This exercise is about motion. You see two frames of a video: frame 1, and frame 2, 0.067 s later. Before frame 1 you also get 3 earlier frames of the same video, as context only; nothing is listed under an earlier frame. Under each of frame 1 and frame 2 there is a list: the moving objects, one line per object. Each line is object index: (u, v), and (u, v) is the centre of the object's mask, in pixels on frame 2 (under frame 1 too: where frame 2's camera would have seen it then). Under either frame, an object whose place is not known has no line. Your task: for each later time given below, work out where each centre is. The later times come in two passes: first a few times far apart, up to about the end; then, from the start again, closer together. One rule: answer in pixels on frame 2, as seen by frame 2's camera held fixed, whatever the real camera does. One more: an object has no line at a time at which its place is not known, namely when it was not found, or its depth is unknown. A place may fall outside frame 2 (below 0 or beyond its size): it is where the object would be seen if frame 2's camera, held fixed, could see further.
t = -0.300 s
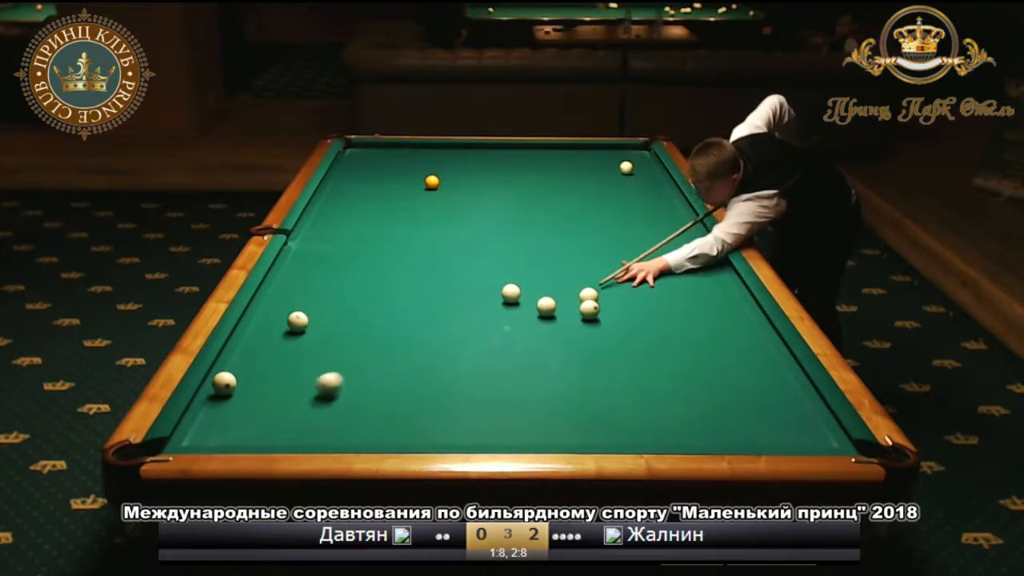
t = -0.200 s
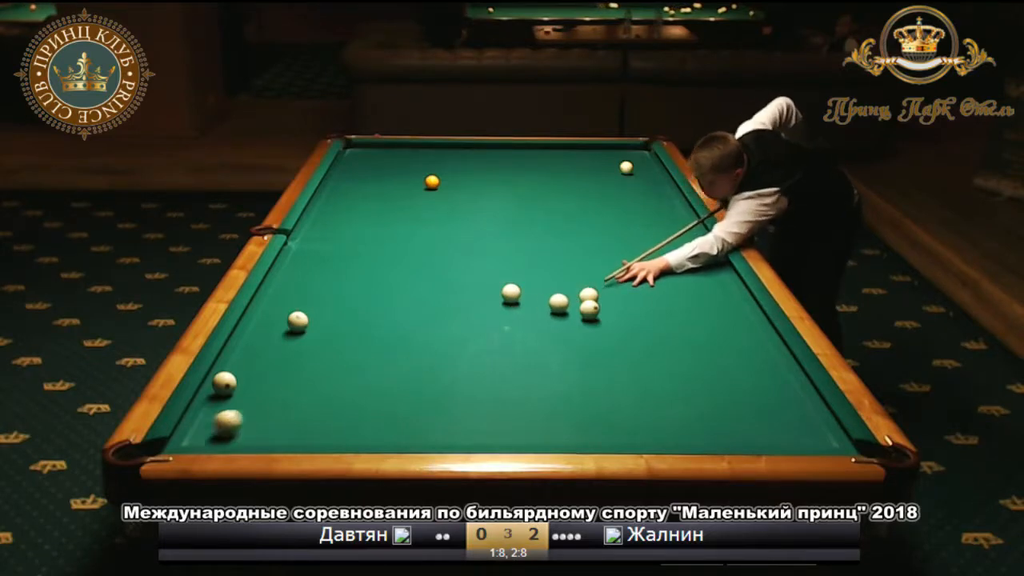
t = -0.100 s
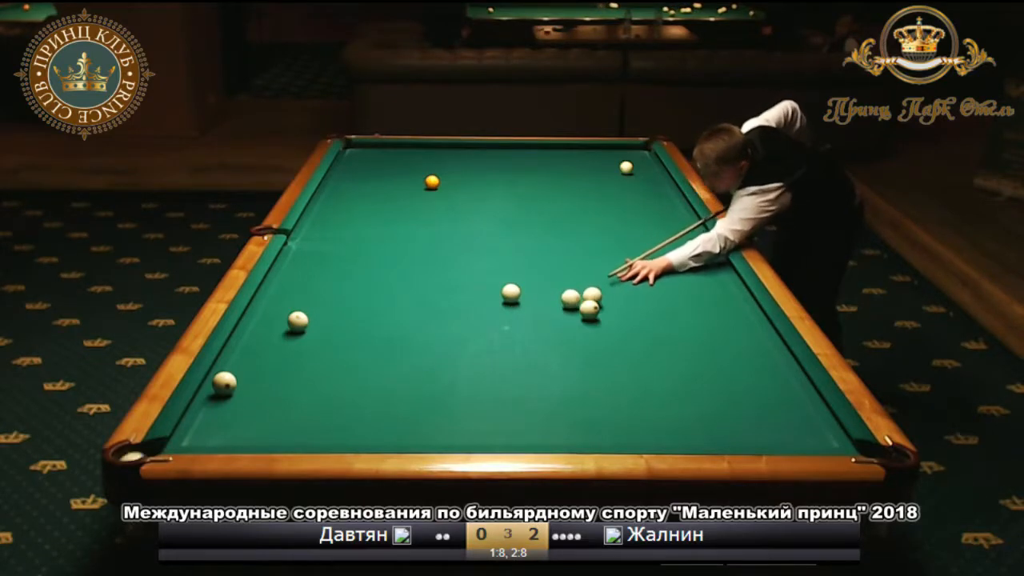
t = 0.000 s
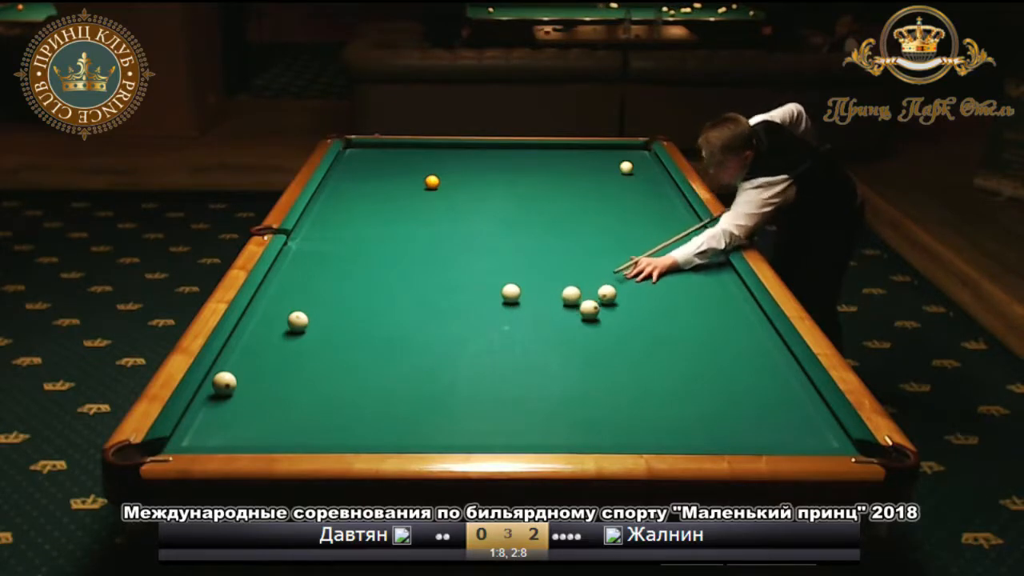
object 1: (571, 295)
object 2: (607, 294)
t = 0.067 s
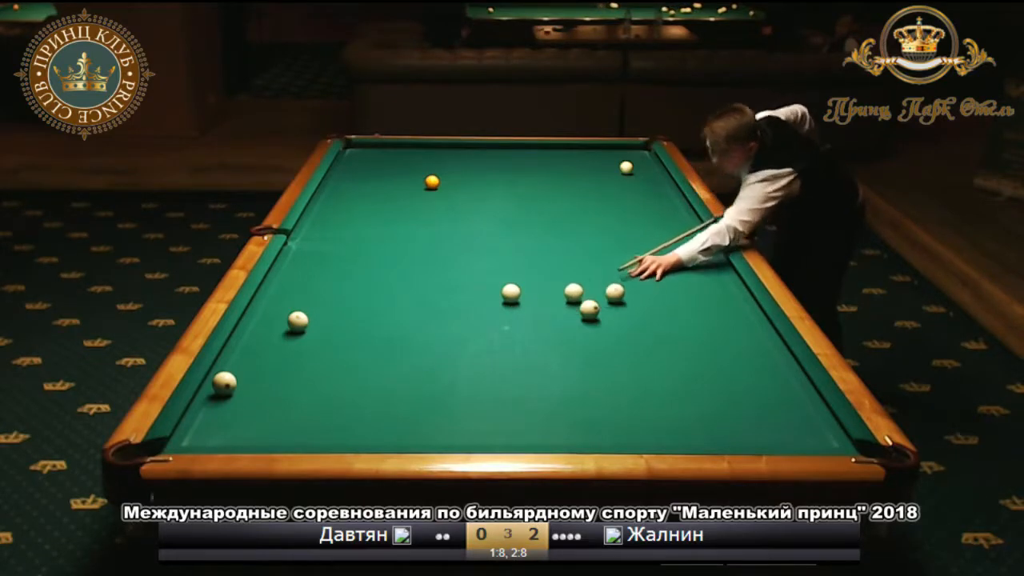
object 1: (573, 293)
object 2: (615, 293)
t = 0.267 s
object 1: (582, 284)
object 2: (638, 289)
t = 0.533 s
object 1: (592, 274)
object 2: (668, 285)
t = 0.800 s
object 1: (601, 265)
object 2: (696, 280)
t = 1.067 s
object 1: (609, 257)
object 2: (722, 277)
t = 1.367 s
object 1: (618, 248)
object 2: (718, 274)
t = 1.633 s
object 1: (624, 242)
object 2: (702, 272)
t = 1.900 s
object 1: (630, 235)
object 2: (688, 271)
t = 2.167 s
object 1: (636, 230)
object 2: (675, 269)
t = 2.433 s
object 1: (641, 225)
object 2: (663, 268)
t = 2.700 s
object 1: (645, 220)
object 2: (652, 267)
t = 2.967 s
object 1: (649, 215)
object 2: (643, 267)
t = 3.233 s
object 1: (653, 212)
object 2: (635, 266)
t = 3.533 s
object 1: (657, 208)
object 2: (628, 265)
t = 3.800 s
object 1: (660, 204)
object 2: (623, 265)
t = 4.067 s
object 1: (662, 202)
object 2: (619, 265)
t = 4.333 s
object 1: (665, 199)
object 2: (616, 265)
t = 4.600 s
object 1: (667, 197)
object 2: (614, 264)
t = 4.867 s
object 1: (669, 195)
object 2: (614, 264)
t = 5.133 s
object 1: (670, 193)
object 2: (614, 264)
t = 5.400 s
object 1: (672, 192)
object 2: (615, 264)
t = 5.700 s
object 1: (672, 190)
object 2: (615, 264)
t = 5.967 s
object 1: (672, 189)
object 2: (615, 264)
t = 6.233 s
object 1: (673, 188)
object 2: (615, 264)
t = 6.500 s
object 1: (672, 188)
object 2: (615, 264)
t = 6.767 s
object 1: (672, 187)
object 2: (615, 264)
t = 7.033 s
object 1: (672, 187)
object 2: (615, 264)
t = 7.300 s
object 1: (672, 187)
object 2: (615, 264)
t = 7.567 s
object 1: (672, 187)
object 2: (615, 264)
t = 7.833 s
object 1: (672, 187)
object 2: (615, 264)
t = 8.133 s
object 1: (672, 187)
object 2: (615, 264)
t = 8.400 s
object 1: (672, 187)
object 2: (615, 264)
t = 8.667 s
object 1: (672, 187)
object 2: (615, 264)
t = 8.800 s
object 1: (672, 187)
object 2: (615, 264)
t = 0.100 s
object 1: (575, 291)
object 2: (619, 292)
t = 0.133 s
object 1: (576, 290)
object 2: (623, 292)
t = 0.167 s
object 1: (578, 288)
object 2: (627, 291)
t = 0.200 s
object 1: (579, 287)
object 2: (631, 290)
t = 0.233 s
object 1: (580, 286)
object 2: (634, 290)
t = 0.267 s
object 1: (582, 284)
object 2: (638, 289)
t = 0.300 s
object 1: (583, 283)
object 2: (642, 289)
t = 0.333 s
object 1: (585, 282)
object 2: (646, 288)
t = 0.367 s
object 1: (586, 280)
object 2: (650, 287)
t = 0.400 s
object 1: (587, 279)
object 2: (654, 287)
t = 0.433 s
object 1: (588, 278)
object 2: (657, 287)
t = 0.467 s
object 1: (590, 277)
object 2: (661, 286)
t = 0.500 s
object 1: (591, 275)
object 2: (665, 285)
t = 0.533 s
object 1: (592, 274)
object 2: (668, 285)
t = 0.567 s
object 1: (593, 273)
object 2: (672, 284)
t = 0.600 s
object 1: (594, 272)
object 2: (675, 284)
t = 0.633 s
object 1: (595, 270)
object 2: (679, 283)
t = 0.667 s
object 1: (597, 269)
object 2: (682, 283)
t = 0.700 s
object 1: (598, 268)
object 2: (686, 282)
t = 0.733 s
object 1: (599, 267)
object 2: (689, 282)
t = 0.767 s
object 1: (600, 266)
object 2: (692, 281)
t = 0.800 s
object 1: (601, 265)
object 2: (696, 280)
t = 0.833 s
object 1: (602, 264)
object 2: (699, 280)
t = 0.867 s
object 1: (603, 263)
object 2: (702, 280)
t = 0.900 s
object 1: (604, 262)
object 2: (706, 279)
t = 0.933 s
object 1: (605, 261)
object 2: (709, 279)
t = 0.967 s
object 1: (606, 260)
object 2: (713, 278)
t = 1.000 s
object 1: (607, 259)
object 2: (716, 277)
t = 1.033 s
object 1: (608, 258)
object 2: (719, 277)
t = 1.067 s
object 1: (609, 257)
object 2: (722, 277)
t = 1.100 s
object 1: (610, 256)
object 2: (725, 276)
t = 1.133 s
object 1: (611, 255)
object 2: (728, 276)
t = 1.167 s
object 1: (612, 254)
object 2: (731, 276)
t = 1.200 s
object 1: (613, 253)
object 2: (729, 275)
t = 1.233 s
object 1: (614, 252)
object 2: (727, 275)
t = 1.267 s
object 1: (615, 251)
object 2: (725, 275)
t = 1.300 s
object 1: (616, 250)
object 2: (723, 274)
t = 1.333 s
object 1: (617, 249)
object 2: (720, 274)
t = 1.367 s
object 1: (618, 248)
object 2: (718, 274)
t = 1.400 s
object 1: (618, 247)
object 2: (716, 274)
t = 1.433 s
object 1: (619, 246)
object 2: (714, 273)
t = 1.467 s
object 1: (620, 246)
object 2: (712, 273)
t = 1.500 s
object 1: (621, 245)
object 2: (710, 273)
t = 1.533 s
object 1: (622, 244)
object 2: (708, 273)
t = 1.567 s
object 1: (623, 243)
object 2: (706, 273)
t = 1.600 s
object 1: (623, 242)
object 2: (704, 272)
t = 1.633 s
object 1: (624, 242)
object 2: (702, 272)
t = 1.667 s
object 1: (625, 241)
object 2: (701, 272)
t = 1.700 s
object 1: (626, 240)
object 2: (699, 272)
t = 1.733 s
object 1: (626, 239)
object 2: (697, 271)
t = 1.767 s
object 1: (627, 238)
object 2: (695, 271)
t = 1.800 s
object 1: (628, 238)
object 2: (693, 271)
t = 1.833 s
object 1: (629, 237)
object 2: (691, 271)
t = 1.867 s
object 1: (629, 236)
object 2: (690, 271)
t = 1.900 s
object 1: (630, 235)
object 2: (688, 271)
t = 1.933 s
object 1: (631, 235)
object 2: (686, 270)
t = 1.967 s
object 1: (632, 234)
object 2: (684, 270)
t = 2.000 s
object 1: (632, 233)
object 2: (683, 270)
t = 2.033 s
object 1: (633, 233)
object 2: (681, 270)
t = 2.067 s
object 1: (634, 232)
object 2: (680, 269)
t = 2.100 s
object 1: (634, 231)
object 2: (678, 269)
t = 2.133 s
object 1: (635, 230)
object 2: (676, 269)
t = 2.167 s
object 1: (636, 230)
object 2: (675, 269)
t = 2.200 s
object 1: (636, 229)
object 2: (673, 269)
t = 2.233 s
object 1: (637, 228)
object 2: (672, 269)
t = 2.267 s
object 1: (638, 228)
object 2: (670, 269)
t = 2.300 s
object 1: (638, 227)
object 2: (668, 269)
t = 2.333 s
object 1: (639, 227)
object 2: (667, 269)
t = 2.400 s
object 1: (639, 226)
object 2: (666, 268)
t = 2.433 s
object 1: (641, 225)
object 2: (663, 268)
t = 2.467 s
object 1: (641, 224)
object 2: (661, 268)
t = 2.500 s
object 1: (642, 223)
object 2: (660, 268)
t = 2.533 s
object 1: (643, 223)
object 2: (659, 268)
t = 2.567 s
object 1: (643, 222)
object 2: (658, 268)
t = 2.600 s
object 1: (644, 222)
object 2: (656, 268)
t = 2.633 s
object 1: (644, 221)
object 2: (655, 267)
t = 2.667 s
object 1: (645, 220)
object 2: (654, 267)
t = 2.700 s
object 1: (645, 220)
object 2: (652, 267)
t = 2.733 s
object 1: (646, 219)
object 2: (651, 267)
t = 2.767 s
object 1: (646, 219)
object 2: (650, 267)
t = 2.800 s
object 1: (647, 218)
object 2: (649, 267)
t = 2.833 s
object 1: (647, 217)
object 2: (648, 267)
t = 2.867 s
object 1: (648, 217)
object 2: (647, 267)
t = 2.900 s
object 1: (648, 216)
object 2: (645, 267)
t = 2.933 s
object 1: (649, 216)
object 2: (644, 266)
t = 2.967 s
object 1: (649, 215)
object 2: (643, 267)
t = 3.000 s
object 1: (650, 215)
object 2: (642, 266)
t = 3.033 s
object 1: (650, 214)
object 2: (641, 266)
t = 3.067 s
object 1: (651, 214)
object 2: (640, 266)
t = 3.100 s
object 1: (651, 213)
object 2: (639, 266)
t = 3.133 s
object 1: (651, 213)
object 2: (638, 266)
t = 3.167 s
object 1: (652, 212)
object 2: (637, 266)
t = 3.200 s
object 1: (652, 212)
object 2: (636, 266)
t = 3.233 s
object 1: (653, 212)
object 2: (635, 266)
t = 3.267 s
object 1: (653, 211)
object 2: (635, 266)
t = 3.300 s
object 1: (654, 211)
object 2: (634, 266)
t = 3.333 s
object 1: (654, 210)
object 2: (633, 266)
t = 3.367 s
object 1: (655, 210)
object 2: (632, 266)
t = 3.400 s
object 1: (655, 210)
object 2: (631, 266)
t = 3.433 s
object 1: (656, 209)
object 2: (631, 266)
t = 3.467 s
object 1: (656, 209)
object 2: (630, 266)
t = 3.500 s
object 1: (656, 208)
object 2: (629, 266)
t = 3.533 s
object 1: (657, 208)
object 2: (628, 265)
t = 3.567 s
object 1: (657, 207)
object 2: (628, 265)
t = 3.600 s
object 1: (657, 207)
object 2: (627, 265)
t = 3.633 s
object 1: (658, 206)
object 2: (626, 265)
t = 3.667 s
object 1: (658, 206)
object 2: (626, 265)
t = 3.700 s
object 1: (658, 206)
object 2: (625, 265)
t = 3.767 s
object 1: (659, 205)
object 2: (624, 265)
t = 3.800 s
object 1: (660, 204)
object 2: (623, 265)
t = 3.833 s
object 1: (660, 204)
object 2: (623, 265)
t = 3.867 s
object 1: (660, 204)
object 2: (622, 265)
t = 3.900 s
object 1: (661, 203)
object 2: (621, 265)
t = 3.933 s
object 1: (661, 203)
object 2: (621, 265)
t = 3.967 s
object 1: (662, 203)
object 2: (620, 265)
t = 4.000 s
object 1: (662, 202)
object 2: (620, 265)
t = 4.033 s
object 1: (662, 202)
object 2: (619, 265)
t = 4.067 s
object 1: (662, 202)
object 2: (619, 265)
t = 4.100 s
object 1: (663, 201)
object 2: (619, 264)
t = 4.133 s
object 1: (663, 201)
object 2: (618, 265)
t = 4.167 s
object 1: (663, 201)
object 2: (618, 265)
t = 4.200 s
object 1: (664, 201)
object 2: (618, 265)
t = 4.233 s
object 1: (664, 200)
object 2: (617, 264)
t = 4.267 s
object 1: (664, 200)
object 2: (617, 264)
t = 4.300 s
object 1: (664, 199)
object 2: (616, 265)
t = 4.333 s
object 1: (665, 199)
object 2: (616, 265)
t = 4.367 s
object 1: (665, 199)
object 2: (616, 264)
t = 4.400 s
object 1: (665, 198)
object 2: (615, 264)
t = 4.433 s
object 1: (665, 198)
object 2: (615, 264)
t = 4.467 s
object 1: (666, 198)
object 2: (615, 264)
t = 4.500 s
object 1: (666, 198)
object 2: (615, 264)
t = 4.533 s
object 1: (666, 198)
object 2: (615, 265)
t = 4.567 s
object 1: (666, 197)
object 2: (614, 264)
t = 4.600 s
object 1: (667, 197)
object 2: (614, 264)
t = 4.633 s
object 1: (667, 197)
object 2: (614, 264)
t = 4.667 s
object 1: (667, 196)
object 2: (614, 264)
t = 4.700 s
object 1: (668, 196)
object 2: (614, 264)
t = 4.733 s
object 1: (668, 196)
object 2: (614, 264)
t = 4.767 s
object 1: (668, 195)
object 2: (614, 264)
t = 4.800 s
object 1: (668, 195)
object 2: (614, 264)
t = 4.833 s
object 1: (668, 195)
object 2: (614, 264)
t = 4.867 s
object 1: (669, 195)
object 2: (614, 264)
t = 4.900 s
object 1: (669, 195)
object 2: (614, 264)
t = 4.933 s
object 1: (669, 194)
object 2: (614, 264)
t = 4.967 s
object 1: (670, 194)
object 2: (614, 264)
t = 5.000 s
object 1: (670, 194)
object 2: (614, 264)
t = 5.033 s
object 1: (670, 194)
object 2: (614, 264)
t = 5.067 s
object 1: (670, 193)
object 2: (614, 264)
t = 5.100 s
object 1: (670, 193)
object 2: (614, 264)
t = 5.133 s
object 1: (670, 193)
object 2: (614, 264)
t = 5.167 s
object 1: (670, 193)
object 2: (615, 264)
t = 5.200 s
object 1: (671, 193)
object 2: (615, 264)
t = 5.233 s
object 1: (671, 193)
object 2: (615, 264)
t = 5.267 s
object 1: (671, 192)
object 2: (615, 264)
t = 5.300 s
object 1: (671, 192)
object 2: (615, 264)
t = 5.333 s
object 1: (671, 192)
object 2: (615, 264)
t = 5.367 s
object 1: (671, 192)
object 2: (615, 264)
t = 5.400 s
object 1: (672, 192)
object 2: (615, 264)
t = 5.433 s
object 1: (672, 191)
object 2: (615, 264)
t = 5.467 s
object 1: (672, 191)
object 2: (615, 264)
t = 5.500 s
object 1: (672, 191)
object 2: (615, 264)
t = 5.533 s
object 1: (672, 191)
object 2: (615, 264)
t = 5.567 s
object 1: (672, 191)
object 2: (615, 264)
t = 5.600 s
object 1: (672, 190)
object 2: (615, 264)
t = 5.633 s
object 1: (672, 190)
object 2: (615, 264)
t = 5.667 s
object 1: (672, 190)
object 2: (615, 264)
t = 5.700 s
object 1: (672, 190)
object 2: (615, 264)
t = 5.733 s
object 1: (672, 190)
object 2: (615, 264)
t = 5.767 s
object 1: (672, 190)
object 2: (615, 264)
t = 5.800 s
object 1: (673, 190)
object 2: (615, 264)
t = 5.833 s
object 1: (673, 189)
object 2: (615, 264)
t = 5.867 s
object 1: (672, 189)
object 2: (615, 264)
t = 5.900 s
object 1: (673, 189)
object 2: (615, 264)
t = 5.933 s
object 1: (672, 189)
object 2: (615, 264)
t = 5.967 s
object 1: (672, 189)
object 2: (615, 264)
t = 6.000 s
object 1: (673, 189)
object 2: (615, 264)
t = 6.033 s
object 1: (673, 189)
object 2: (615, 264)
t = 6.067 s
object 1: (672, 188)
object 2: (615, 264)
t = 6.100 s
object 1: (672, 188)
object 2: (615, 264)
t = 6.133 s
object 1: (672, 188)
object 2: (615, 264)
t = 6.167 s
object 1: (673, 188)
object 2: (615, 264)
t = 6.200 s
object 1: (672, 188)
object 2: (615, 264)
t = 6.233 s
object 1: (673, 188)
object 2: (615, 264)
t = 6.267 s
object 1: (672, 188)
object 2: (615, 264)
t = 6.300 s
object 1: (673, 188)
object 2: (615, 264)
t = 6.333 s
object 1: (672, 188)
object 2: (615, 264)
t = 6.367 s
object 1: (672, 188)
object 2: (615, 264)
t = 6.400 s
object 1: (672, 188)
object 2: (615, 264)
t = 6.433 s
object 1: (672, 188)
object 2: (615, 264)
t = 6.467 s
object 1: (672, 187)
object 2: (615, 264)
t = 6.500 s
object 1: (672, 188)
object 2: (615, 264)
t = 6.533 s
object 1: (672, 187)
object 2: (615, 264)
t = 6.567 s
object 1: (672, 187)
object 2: (615, 264)
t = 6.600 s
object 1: (672, 187)
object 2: (615, 264)
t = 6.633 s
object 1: (672, 187)
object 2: (615, 264)
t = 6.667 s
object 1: (672, 187)
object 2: (615, 264)
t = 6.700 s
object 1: (672, 187)
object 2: (615, 264)
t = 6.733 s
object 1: (672, 187)
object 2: (615, 264)
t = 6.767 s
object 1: (672, 187)
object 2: (615, 264)
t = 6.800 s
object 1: (672, 187)
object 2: (615, 264)
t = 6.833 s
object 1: (672, 187)
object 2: (615, 264)
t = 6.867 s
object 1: (672, 187)
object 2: (615, 264)
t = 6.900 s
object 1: (672, 187)
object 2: (615, 264)
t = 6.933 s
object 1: (672, 187)
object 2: (615, 264)
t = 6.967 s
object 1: (672, 187)
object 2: (615, 264)
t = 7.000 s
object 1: (672, 187)
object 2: (615, 264)
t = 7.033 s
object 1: (672, 187)
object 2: (615, 264)
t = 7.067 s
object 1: (672, 187)
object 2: (615, 264)
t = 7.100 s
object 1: (672, 187)
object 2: (615, 264)
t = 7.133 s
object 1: (672, 187)
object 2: (615, 264)
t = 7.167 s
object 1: (672, 187)
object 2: (615, 264)
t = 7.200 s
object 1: (672, 187)
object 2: (615, 264)
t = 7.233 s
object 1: (672, 187)
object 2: (615, 264)
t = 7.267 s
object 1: (672, 187)
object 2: (615, 264)
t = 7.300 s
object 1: (672, 187)
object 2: (615, 264)
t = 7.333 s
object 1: (672, 187)
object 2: (615, 264)
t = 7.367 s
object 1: (672, 187)
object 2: (615, 264)
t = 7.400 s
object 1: (672, 187)
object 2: (615, 264)
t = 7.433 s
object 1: (672, 187)
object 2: (615, 264)
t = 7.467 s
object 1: (672, 187)
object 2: (615, 264)
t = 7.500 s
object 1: (672, 187)
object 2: (615, 264)
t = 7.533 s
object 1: (672, 187)
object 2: (615, 264)
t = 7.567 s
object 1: (672, 187)
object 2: (615, 264)
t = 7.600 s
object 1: (672, 187)
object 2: (615, 264)
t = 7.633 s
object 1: (672, 187)
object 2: (615, 264)
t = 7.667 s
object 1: (672, 187)
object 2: (615, 264)
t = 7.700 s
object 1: (672, 187)
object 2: (615, 264)
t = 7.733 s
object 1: (672, 187)
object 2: (615, 264)
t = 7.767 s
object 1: (672, 187)
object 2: (615, 264)
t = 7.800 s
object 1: (672, 187)
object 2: (615, 264)
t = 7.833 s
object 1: (672, 187)
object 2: (615, 264)
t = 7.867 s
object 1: (672, 187)
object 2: (615, 264)
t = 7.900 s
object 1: (672, 187)
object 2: (615, 264)
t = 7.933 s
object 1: (672, 187)
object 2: (615, 264)
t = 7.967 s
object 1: (672, 187)
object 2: (615, 264)
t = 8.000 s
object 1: (672, 187)
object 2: (615, 264)
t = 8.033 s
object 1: (672, 187)
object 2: (615, 264)
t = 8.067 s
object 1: (672, 187)
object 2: (615, 264)
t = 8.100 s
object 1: (672, 187)
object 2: (615, 264)
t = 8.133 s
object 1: (672, 187)
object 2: (615, 264)
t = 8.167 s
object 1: (672, 187)
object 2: (615, 264)
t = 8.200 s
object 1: (672, 187)
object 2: (615, 264)
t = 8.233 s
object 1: (672, 187)
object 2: (615, 264)
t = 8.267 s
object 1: (672, 187)
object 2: (615, 264)
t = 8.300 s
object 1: (672, 187)
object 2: (615, 264)
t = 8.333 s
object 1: (672, 187)
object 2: (615, 264)
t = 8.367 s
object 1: (672, 187)
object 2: (615, 264)
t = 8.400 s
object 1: (672, 187)
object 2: (615, 264)
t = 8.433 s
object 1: (672, 187)
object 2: (615, 264)
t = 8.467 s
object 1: (672, 187)
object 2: (615, 264)
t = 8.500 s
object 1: (672, 187)
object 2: (615, 264)
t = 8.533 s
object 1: (672, 187)
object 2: (615, 264)
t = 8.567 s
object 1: (672, 186)
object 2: (615, 264)
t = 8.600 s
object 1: (672, 187)
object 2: (615, 264)
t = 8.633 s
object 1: (672, 187)
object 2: (615, 264)
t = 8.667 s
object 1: (672, 187)
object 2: (615, 264)
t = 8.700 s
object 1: (672, 187)
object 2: (615, 264)
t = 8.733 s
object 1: (672, 187)
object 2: (615, 264)
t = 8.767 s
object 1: (672, 187)
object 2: (615, 264)
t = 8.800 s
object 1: (672, 187)
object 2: (615, 264)
